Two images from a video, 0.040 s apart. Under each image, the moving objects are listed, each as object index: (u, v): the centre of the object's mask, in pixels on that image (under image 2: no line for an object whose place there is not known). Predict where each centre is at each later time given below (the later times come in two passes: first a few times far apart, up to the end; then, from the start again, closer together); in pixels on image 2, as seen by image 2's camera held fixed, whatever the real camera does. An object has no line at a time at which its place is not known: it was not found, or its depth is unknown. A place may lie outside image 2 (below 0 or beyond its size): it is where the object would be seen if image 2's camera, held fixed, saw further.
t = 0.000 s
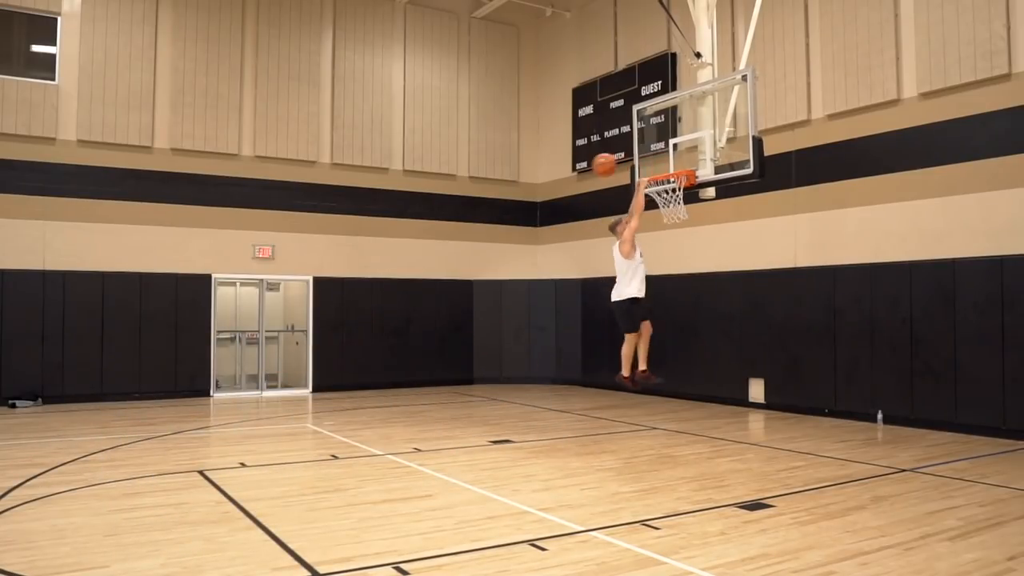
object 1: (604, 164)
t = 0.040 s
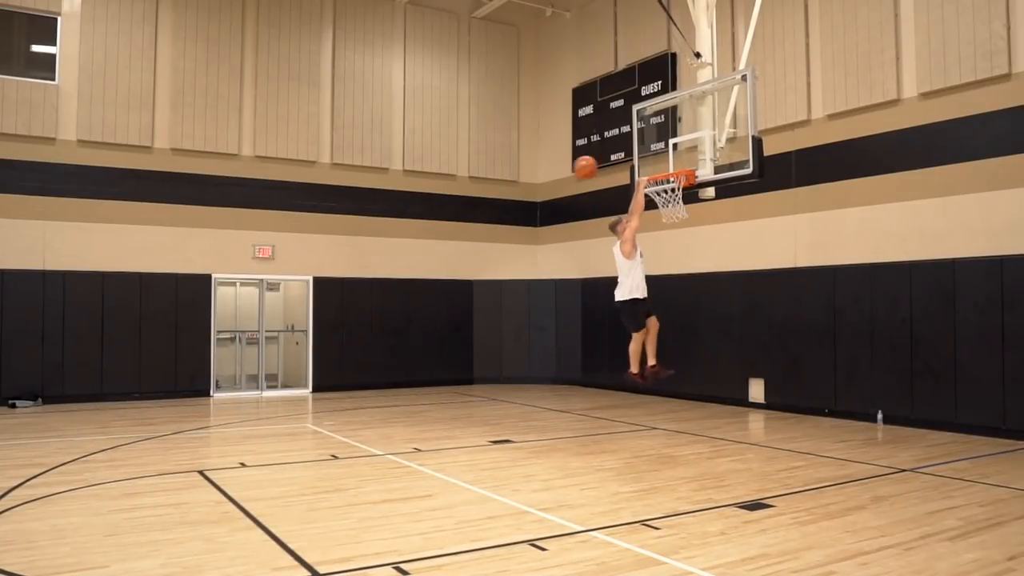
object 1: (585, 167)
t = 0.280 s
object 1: (466, 220)
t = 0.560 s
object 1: (314, 367)
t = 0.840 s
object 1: (180, 401)
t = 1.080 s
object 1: (95, 314)
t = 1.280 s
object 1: (18, 290)
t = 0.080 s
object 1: (565, 172)
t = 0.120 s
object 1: (549, 177)
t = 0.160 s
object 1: (530, 185)
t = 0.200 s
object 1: (509, 195)
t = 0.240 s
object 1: (487, 207)
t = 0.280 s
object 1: (466, 220)
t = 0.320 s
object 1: (448, 233)
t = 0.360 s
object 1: (426, 251)
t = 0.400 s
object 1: (403, 272)
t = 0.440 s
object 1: (379, 294)
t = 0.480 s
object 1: (356, 318)
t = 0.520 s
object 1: (337, 339)
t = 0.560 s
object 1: (314, 367)
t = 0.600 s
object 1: (288, 399)
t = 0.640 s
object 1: (264, 432)
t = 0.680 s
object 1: (240, 468)
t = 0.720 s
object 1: (224, 472)
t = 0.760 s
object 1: (209, 447)
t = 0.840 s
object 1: (180, 401)
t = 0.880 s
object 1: (168, 385)
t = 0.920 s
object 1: (153, 367)
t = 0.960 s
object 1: (138, 350)
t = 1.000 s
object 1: (122, 335)
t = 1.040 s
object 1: (107, 323)
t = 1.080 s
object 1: (95, 314)
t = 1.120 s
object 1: (79, 305)
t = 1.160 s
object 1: (63, 298)
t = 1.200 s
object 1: (48, 293)
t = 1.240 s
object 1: (31, 290)
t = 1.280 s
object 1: (18, 290)
